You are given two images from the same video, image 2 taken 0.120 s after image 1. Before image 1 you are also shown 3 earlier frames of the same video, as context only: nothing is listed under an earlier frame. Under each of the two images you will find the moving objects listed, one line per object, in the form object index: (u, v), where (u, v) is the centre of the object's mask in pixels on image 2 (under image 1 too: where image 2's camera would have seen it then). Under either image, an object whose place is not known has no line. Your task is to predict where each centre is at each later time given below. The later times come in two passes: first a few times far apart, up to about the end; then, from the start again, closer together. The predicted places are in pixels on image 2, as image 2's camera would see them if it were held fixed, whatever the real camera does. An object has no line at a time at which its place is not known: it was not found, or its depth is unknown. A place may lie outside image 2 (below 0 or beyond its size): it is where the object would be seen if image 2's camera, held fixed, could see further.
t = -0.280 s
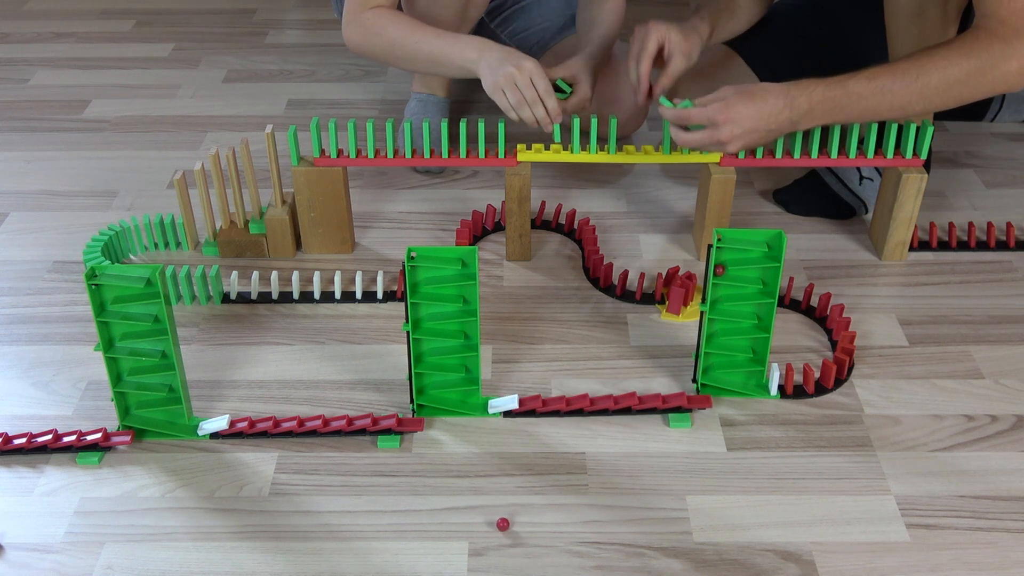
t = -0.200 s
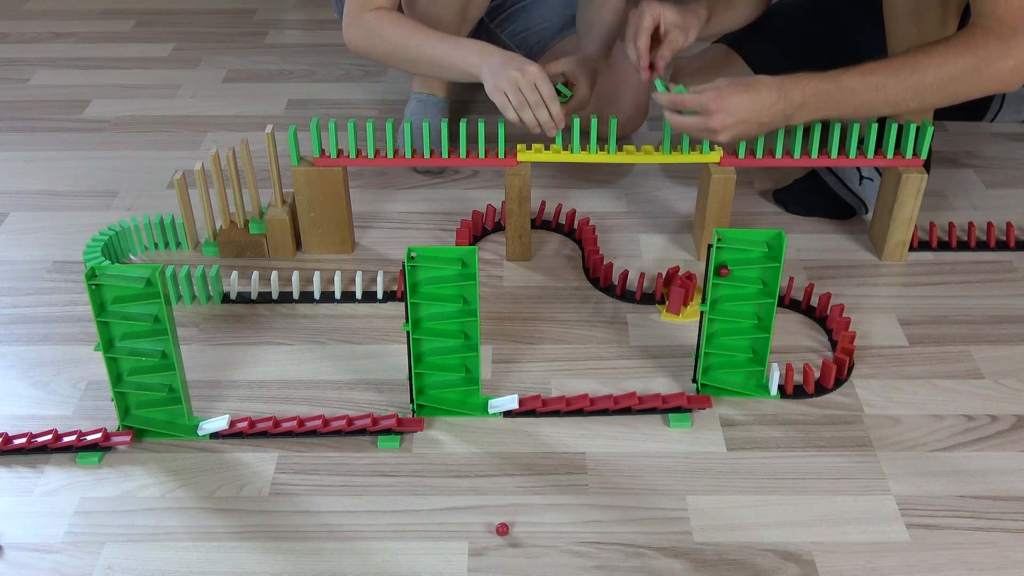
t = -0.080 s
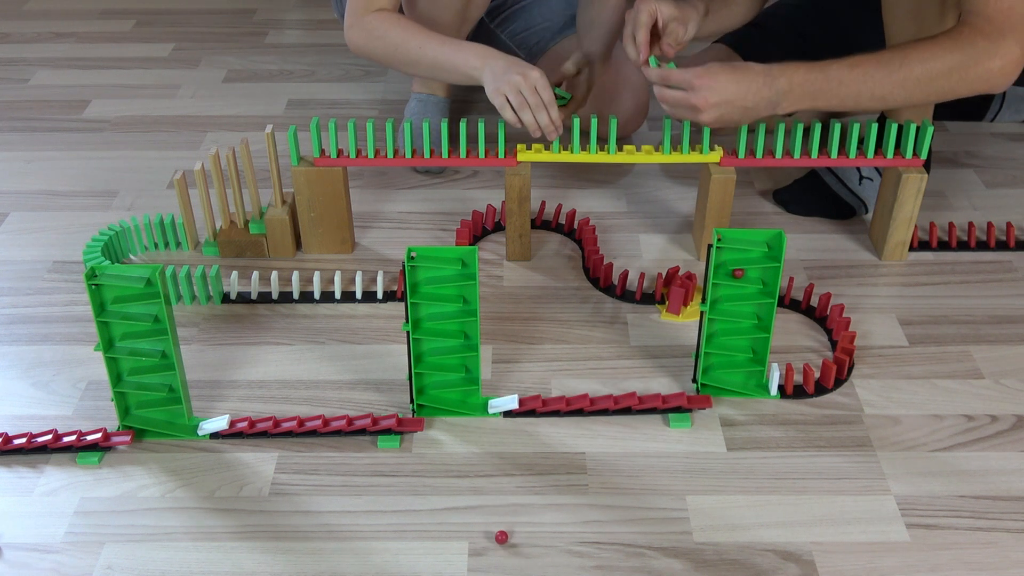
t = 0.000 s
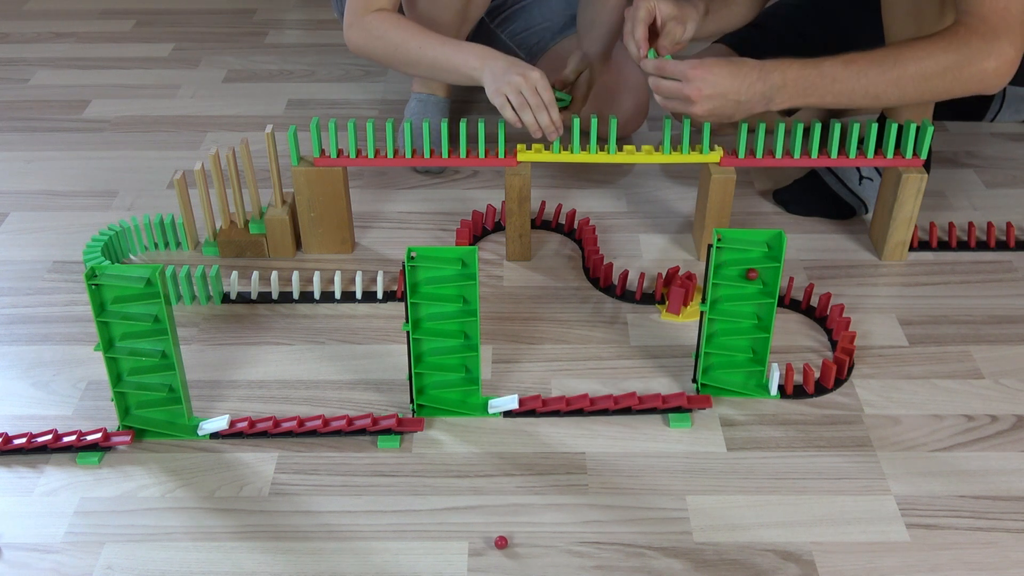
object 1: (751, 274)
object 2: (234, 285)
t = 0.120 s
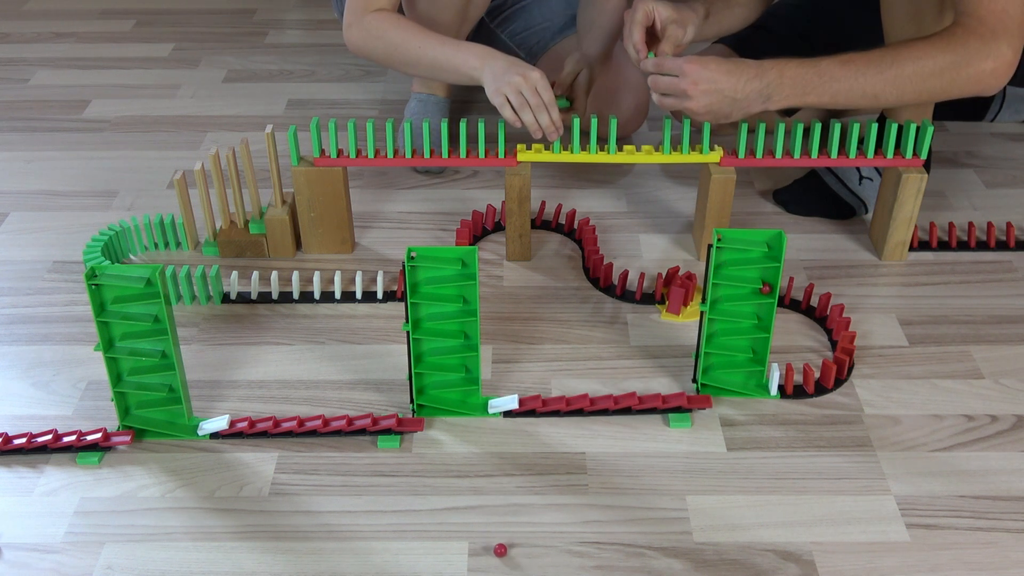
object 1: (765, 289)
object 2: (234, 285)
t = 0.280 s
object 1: (766, 289)
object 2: (234, 285)
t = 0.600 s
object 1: (737, 291)
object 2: (234, 285)
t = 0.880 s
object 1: (719, 306)
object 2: (234, 285)
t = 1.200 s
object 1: (756, 310)
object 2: (234, 285)
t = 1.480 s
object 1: (761, 324)
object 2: (234, 285)
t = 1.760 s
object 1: (734, 326)
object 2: (234, 285)
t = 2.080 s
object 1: (713, 340)
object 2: (234, 285)
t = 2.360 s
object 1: (751, 344)
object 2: (234, 285)
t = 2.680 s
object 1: (751, 358)
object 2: (234, 285)
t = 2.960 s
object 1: (714, 360)
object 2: (234, 285)
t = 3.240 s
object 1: (740, 379)
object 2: (234, 285)
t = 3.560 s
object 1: (767, 403)
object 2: (234, 285)
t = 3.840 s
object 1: (778, 428)
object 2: (234, 285)
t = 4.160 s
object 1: (787, 457)
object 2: (234, 285)
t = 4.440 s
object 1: (792, 480)
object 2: (234, 285)
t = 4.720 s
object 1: (797, 502)
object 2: (234, 285)
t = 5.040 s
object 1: (801, 526)
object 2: (234, 285)
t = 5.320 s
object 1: (804, 546)
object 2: (234, 285)
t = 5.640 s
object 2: (220, 286)
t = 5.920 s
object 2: (216, 290)
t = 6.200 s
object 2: (216, 290)
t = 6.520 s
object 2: (216, 291)
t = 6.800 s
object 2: (216, 291)
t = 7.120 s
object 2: (217, 291)
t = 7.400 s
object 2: (217, 291)
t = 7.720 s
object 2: (217, 291)
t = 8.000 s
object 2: (217, 291)
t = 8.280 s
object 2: (217, 291)
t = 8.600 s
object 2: (217, 291)
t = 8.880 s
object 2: (217, 291)
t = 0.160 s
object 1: (766, 289)
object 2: (234, 285)
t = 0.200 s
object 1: (767, 289)
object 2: (234, 285)
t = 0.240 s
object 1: (767, 289)
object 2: (234, 285)
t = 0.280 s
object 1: (766, 289)
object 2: (234, 285)
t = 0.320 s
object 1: (766, 289)
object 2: (234, 285)
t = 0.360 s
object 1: (764, 290)
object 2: (234, 285)
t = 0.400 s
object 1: (762, 290)
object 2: (234, 285)
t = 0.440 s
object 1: (758, 291)
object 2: (234, 285)
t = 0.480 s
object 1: (754, 291)
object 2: (234, 285)
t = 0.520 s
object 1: (749, 291)
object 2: (234, 285)
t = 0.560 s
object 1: (743, 291)
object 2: (234, 285)
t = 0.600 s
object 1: (737, 291)
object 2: (234, 285)
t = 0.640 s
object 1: (729, 291)
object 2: (234, 285)
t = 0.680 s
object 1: (721, 292)
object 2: (234, 285)
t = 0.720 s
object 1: (716, 300)
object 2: (234, 285)
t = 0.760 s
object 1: (717, 305)
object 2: (234, 285)
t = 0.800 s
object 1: (717, 305)
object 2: (234, 285)
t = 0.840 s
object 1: (718, 306)
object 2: (234, 285)
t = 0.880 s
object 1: (719, 306)
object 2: (234, 285)
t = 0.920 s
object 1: (721, 307)
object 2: (234, 285)
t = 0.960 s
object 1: (723, 308)
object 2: (234, 285)
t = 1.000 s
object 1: (727, 308)
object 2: (234, 285)
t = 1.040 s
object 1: (731, 309)
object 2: (234, 285)
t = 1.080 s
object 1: (736, 309)
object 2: (234, 285)
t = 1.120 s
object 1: (742, 309)
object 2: (234, 285)
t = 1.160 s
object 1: (749, 309)
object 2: (234, 285)
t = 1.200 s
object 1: (756, 310)
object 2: (234, 285)
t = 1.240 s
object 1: (762, 314)
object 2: (234, 285)
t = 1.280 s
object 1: (761, 323)
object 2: (234, 285)
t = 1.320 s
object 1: (761, 323)
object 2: (234, 285)
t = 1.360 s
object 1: (761, 323)
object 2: (234, 285)
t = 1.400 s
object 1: (761, 324)
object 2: (234, 285)
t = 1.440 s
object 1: (761, 324)
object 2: (234, 285)
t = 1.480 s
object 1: (761, 324)
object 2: (234, 285)
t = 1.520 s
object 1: (760, 324)
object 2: (234, 285)
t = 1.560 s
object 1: (758, 324)
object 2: (234, 285)
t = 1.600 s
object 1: (755, 324)
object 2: (234, 285)
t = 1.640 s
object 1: (752, 326)
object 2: (234, 285)
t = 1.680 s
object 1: (746, 326)
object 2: (234, 285)
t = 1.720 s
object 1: (741, 326)
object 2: (234, 285)
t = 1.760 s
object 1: (734, 326)
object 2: (234, 285)
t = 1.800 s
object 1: (728, 326)
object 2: (234, 285)
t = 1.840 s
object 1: (721, 326)
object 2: (234, 285)
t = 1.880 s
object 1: (713, 330)
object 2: (234, 285)
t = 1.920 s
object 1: (712, 338)
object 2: (234, 285)
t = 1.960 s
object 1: (711, 339)
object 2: (234, 285)
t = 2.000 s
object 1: (711, 339)
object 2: (234, 285)
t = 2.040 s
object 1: (712, 339)
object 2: (234, 285)
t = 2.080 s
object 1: (713, 340)
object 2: (234, 285)
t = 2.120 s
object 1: (716, 341)
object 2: (234, 285)
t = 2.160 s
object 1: (720, 342)
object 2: (234, 285)
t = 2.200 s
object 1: (725, 343)
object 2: (234, 285)
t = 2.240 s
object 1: (730, 343)
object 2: (234, 285)
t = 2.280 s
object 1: (736, 343)
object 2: (234, 285)
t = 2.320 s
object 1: (743, 343)
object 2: (234, 285)
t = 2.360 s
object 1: (751, 344)
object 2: (234, 285)
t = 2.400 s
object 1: (758, 348)
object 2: (234, 285)
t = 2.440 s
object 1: (755, 357)
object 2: (234, 285)
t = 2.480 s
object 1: (755, 357)
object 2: (234, 285)
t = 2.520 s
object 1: (755, 357)
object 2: (234, 285)
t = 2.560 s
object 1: (755, 357)
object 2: (234, 285)
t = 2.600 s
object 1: (754, 358)
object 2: (234, 285)
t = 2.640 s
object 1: (753, 358)
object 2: (234, 285)
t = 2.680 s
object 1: (751, 358)
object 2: (234, 285)
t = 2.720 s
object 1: (747, 359)
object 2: (234, 285)
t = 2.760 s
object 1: (744, 359)
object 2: (234, 285)
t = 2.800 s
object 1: (739, 359)
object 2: (234, 285)
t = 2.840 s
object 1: (733, 359)
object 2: (234, 285)
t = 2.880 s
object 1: (728, 359)
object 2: (234, 285)
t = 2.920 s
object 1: (721, 359)
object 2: (234, 285)
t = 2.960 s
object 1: (714, 360)
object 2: (234, 285)
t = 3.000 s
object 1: (708, 366)
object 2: (234, 285)
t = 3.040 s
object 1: (709, 372)
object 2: (234, 285)
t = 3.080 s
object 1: (711, 373)
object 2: (234, 285)
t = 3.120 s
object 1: (716, 374)
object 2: (234, 285)
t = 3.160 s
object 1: (722, 376)
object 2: (234, 285)
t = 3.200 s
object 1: (730, 377)
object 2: (234, 285)
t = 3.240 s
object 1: (740, 379)
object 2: (234, 285)
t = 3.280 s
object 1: (751, 382)
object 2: (234, 285)
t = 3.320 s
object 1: (764, 385)
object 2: (234, 285)
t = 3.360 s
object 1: (763, 387)
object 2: (234, 285)
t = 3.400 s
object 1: (762, 389)
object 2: (234, 285)
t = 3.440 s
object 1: (762, 391)
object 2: (234, 285)
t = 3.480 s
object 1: (763, 394)
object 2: (234, 285)
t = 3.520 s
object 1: (765, 398)
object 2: (234, 285)
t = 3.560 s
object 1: (767, 403)
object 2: (234, 285)
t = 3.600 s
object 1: (769, 406)
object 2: (234, 285)
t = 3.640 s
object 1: (770, 410)
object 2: (234, 285)
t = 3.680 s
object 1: (772, 414)
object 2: (234, 285)
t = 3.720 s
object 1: (774, 417)
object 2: (234, 285)
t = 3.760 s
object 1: (775, 421)
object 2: (234, 285)
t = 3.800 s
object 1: (777, 424)
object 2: (234, 285)
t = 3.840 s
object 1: (778, 428)
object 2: (234, 285)
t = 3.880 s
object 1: (779, 432)
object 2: (234, 285)
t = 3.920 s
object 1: (780, 436)
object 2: (234, 285)
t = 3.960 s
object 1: (782, 439)
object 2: (234, 285)
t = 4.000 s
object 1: (782, 443)
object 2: (234, 285)
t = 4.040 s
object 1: (783, 446)
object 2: (234, 285)
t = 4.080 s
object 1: (785, 449)
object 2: (234, 285)
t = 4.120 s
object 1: (786, 453)
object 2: (234, 285)
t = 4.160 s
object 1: (787, 457)
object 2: (234, 285)
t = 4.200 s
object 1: (787, 460)
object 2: (234, 285)
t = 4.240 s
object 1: (788, 464)
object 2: (234, 285)
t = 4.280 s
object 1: (789, 467)
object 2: (234, 285)
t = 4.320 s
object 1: (790, 470)
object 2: (234, 285)
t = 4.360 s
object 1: (791, 473)
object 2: (234, 285)
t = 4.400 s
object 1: (792, 477)
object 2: (234, 285)
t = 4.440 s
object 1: (792, 480)
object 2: (234, 285)
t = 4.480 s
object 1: (793, 484)
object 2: (234, 285)
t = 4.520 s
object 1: (794, 487)
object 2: (234, 285)
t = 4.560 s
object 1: (794, 490)
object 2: (234, 285)
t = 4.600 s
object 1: (795, 493)
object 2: (234, 285)
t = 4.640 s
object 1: (796, 496)
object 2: (234, 285)
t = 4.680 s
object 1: (797, 499)
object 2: (234, 285)
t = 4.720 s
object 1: (797, 502)
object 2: (234, 285)
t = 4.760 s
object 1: (798, 505)
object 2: (234, 285)
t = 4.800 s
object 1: (798, 508)
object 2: (234, 285)
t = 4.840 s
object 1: (799, 511)
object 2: (234, 285)
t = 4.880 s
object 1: (799, 515)
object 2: (234, 285)
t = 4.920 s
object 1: (800, 518)
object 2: (234, 285)
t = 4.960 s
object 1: (800, 521)
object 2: (234, 285)
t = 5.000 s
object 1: (800, 523)
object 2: (234, 285)
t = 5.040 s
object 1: (801, 526)
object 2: (234, 285)
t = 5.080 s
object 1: (802, 529)
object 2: (234, 285)
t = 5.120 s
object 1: (803, 532)
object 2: (234, 285)
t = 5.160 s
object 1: (803, 535)
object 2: (234, 285)
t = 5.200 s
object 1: (803, 537)
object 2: (234, 285)
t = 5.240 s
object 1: (804, 540)
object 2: (234, 285)
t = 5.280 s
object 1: (804, 543)
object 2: (234, 285)
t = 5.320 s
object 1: (804, 546)
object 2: (234, 285)
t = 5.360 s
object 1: (804, 549)
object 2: (234, 285)
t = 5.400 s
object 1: (805, 552)
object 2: (234, 285)
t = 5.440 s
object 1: (805, 554)
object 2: (234, 285)
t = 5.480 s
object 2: (233, 285)
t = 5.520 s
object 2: (226, 285)
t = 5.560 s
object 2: (224, 286)
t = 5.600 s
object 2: (221, 286)
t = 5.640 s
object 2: (220, 286)
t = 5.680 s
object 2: (219, 287)
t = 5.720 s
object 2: (218, 288)
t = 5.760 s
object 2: (217, 289)
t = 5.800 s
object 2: (217, 290)
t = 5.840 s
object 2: (217, 290)
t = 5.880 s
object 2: (216, 290)
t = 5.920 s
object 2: (216, 290)
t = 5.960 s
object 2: (216, 290)
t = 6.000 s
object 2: (216, 290)
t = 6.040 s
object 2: (216, 290)
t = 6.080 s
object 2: (216, 290)
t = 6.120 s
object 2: (216, 290)
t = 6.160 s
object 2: (216, 290)
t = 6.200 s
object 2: (216, 290)
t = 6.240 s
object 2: (216, 290)
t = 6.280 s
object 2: (216, 291)
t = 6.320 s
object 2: (216, 291)
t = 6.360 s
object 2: (216, 291)
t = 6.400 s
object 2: (216, 291)
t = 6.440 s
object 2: (216, 291)
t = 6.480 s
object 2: (216, 291)
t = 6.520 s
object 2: (216, 291)
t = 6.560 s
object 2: (216, 291)
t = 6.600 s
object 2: (216, 291)
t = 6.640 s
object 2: (216, 290)
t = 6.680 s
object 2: (216, 291)
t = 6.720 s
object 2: (216, 291)
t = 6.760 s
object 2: (216, 291)
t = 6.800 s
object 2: (216, 291)
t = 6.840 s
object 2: (216, 291)
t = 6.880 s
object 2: (216, 291)
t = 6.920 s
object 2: (216, 291)
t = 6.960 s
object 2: (217, 291)
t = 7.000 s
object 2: (217, 291)
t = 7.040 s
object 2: (216, 291)
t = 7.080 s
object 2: (217, 291)
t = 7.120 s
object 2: (217, 291)
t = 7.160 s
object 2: (217, 291)
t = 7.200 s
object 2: (217, 291)
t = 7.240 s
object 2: (217, 291)
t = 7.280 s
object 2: (217, 291)
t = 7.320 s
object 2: (217, 291)
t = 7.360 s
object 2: (217, 291)
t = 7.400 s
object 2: (217, 291)
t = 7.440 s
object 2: (217, 291)
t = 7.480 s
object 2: (217, 291)
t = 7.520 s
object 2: (217, 291)
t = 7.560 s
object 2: (217, 291)
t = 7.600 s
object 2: (217, 291)
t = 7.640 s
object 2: (217, 291)
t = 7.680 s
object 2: (217, 291)
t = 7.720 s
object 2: (217, 291)
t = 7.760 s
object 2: (217, 291)
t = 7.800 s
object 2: (217, 291)
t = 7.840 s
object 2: (217, 291)
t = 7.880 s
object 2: (217, 291)
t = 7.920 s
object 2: (217, 291)
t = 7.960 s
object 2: (217, 291)
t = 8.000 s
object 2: (217, 291)
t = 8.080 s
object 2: (217, 291)
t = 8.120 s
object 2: (217, 291)
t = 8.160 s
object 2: (217, 291)
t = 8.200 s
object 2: (217, 291)
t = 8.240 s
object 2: (217, 291)
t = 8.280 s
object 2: (217, 291)
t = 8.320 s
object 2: (217, 291)
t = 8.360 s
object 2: (217, 291)
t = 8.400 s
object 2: (217, 291)
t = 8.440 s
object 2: (217, 291)
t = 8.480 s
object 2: (217, 291)
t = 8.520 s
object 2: (217, 291)
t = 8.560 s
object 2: (217, 291)
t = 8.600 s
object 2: (217, 291)
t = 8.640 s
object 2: (217, 291)
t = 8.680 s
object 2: (217, 291)
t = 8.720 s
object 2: (217, 291)
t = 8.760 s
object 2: (217, 291)
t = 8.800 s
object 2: (217, 291)
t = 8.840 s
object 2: (217, 291)
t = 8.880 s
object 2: (217, 291)
